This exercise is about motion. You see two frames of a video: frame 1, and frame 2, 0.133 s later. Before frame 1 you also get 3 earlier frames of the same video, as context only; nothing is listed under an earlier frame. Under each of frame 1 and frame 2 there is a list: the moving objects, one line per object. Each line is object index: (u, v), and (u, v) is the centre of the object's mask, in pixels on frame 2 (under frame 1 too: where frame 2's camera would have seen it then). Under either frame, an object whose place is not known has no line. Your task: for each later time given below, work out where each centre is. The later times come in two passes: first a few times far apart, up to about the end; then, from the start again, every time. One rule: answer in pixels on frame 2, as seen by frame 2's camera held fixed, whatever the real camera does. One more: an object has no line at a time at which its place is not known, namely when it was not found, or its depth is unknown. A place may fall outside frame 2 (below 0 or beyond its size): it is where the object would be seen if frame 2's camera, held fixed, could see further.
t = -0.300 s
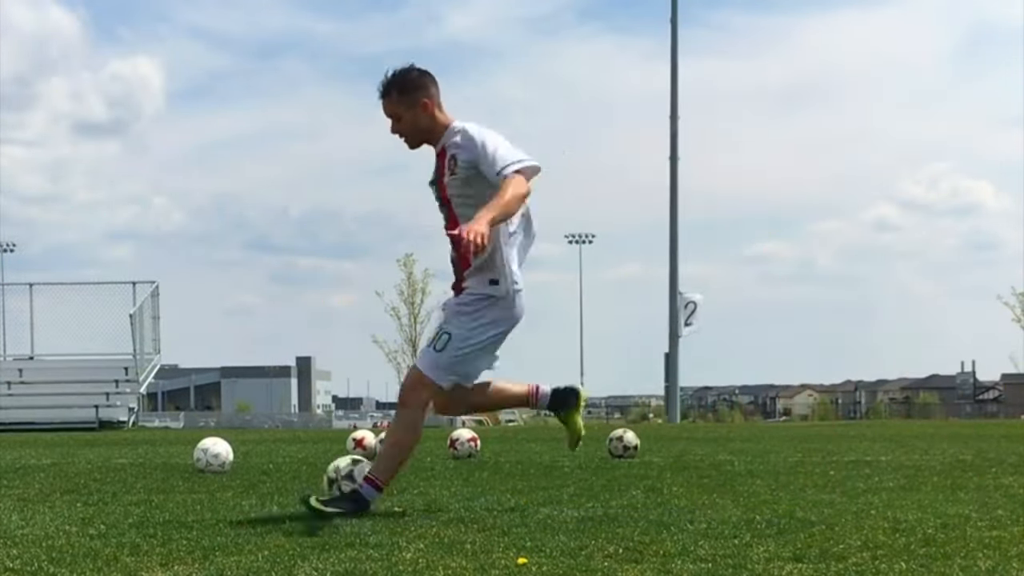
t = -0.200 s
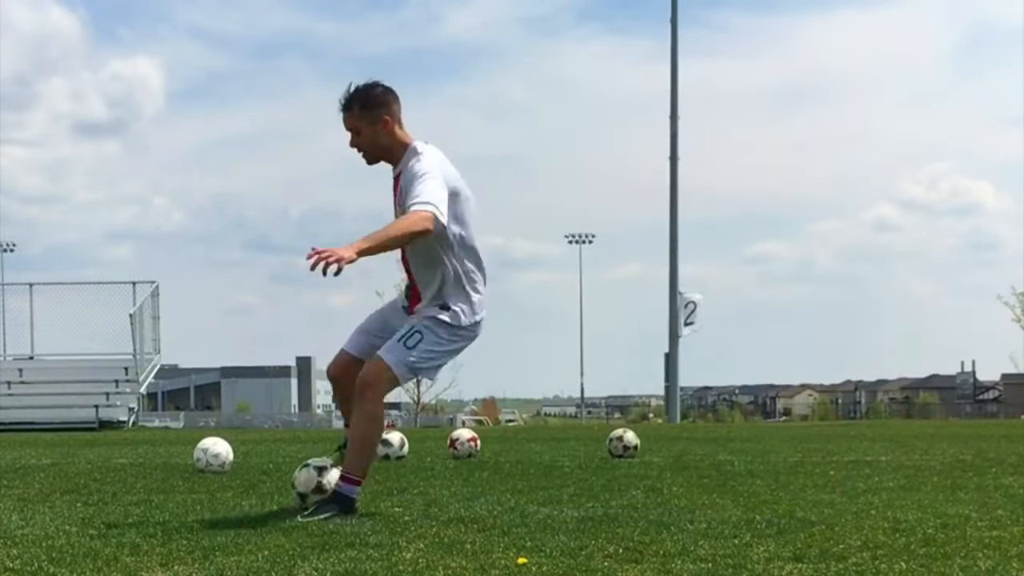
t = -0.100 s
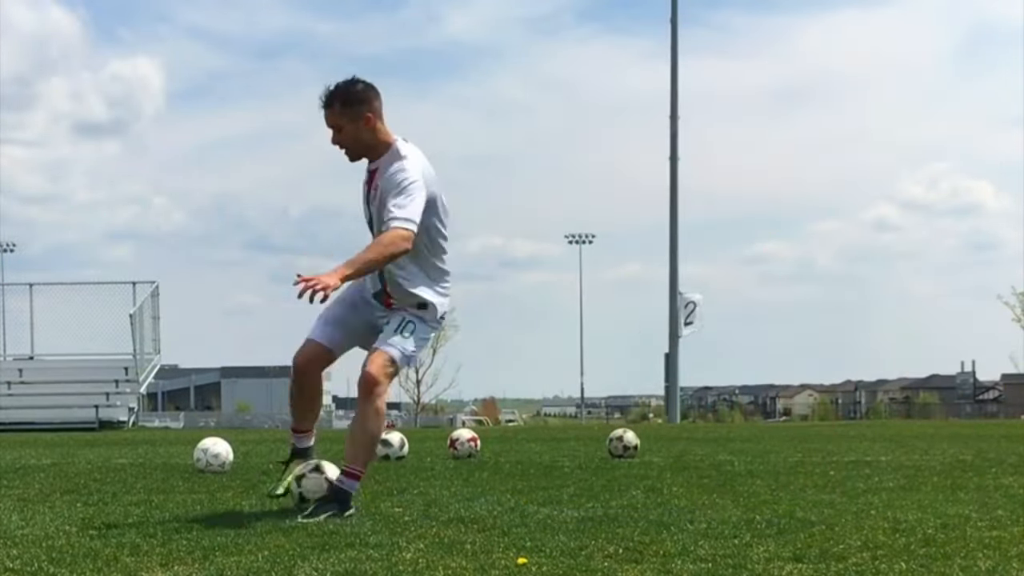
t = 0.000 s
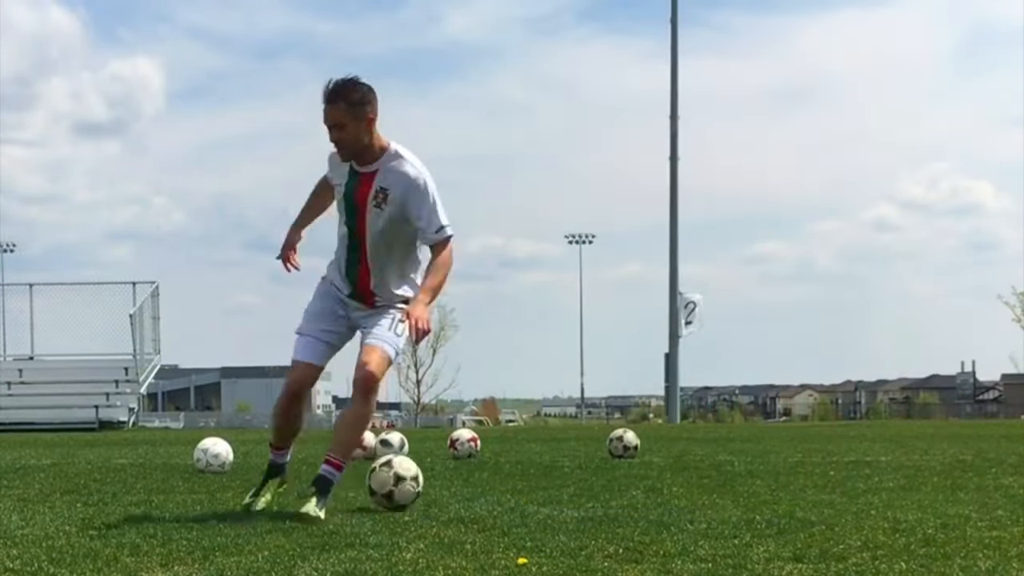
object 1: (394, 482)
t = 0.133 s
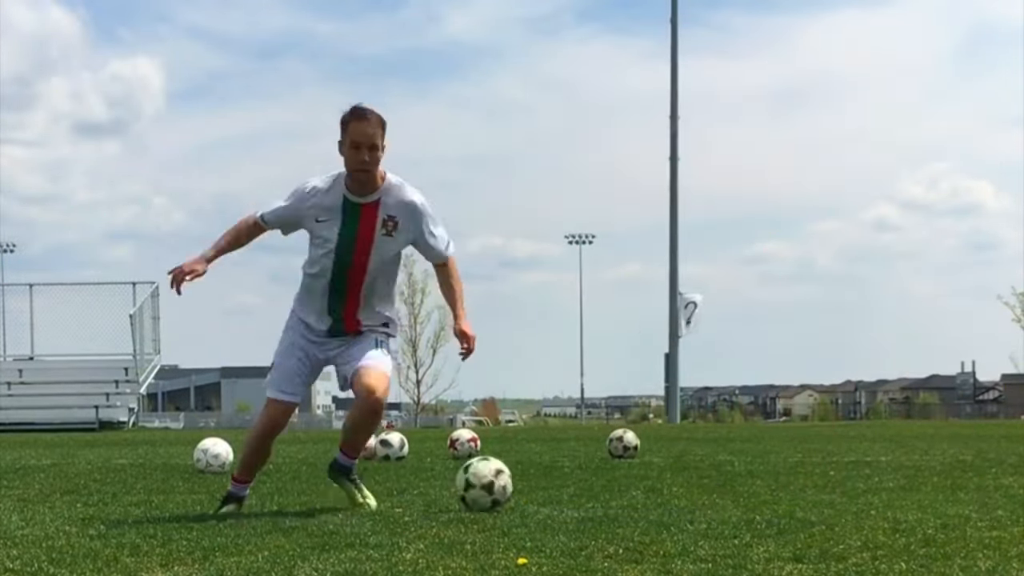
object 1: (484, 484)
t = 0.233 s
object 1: (539, 485)
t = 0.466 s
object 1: (662, 487)
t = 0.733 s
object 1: (791, 488)
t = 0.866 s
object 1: (849, 490)
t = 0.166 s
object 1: (502, 482)
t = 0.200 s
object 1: (520, 482)
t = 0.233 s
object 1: (539, 485)
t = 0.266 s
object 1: (558, 487)
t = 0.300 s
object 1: (576, 487)
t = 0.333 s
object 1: (593, 486)
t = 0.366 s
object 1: (611, 483)
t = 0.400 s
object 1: (628, 485)
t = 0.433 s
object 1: (645, 486)
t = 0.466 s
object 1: (662, 487)
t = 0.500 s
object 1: (679, 486)
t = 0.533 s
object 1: (694, 485)
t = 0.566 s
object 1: (712, 486)
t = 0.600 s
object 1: (728, 487)
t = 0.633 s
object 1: (744, 488)
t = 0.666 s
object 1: (760, 486)
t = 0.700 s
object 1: (775, 487)
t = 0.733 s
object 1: (791, 488)
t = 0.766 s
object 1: (806, 488)
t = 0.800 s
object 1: (821, 487)
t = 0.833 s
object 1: (835, 488)
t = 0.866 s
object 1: (849, 490)
